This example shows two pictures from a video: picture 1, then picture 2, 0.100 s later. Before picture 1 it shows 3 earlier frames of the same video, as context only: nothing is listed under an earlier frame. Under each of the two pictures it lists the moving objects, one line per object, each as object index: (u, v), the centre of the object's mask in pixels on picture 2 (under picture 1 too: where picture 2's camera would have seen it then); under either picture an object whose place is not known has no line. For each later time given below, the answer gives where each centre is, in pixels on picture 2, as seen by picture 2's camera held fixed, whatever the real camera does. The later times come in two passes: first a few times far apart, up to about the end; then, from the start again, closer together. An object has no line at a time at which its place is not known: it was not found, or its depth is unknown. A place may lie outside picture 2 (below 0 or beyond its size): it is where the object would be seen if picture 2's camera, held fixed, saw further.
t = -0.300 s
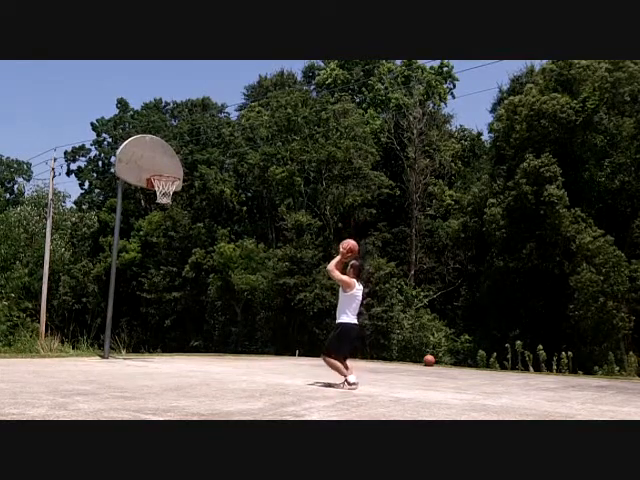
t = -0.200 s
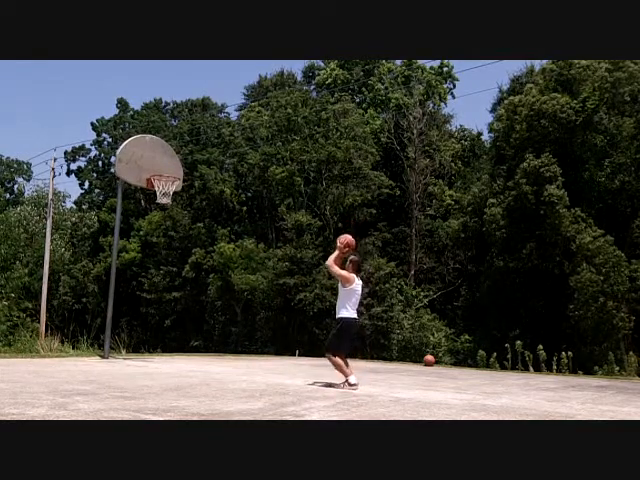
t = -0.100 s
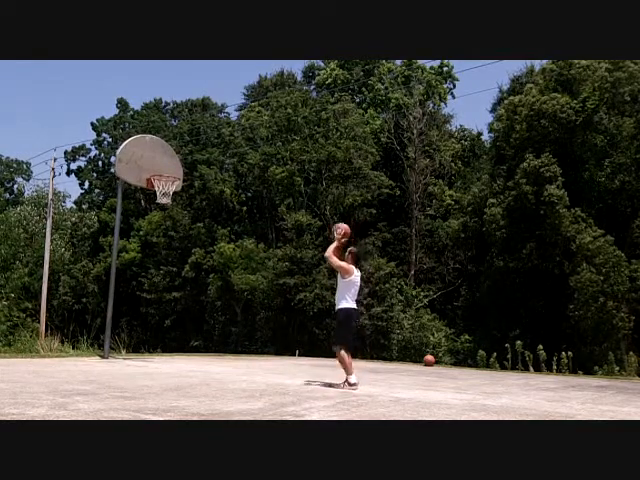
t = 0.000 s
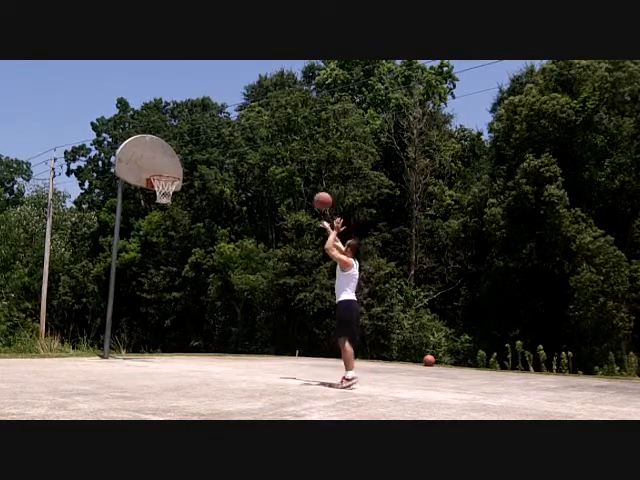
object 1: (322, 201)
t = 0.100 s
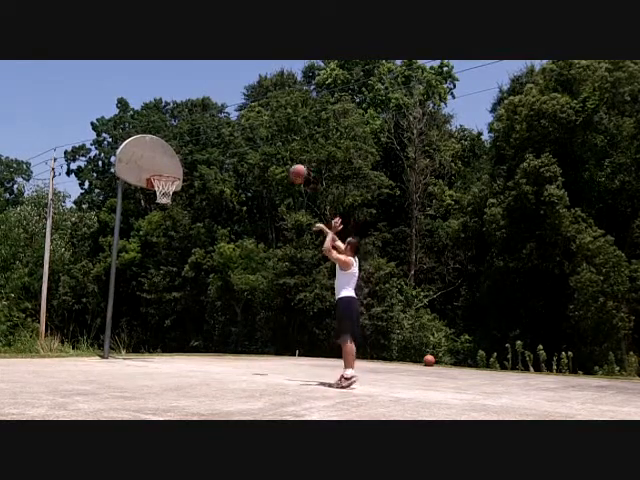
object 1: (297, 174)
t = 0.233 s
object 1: (269, 148)
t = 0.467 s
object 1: (222, 137)
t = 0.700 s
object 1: (177, 159)
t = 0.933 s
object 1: (158, 147)
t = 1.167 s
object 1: (156, 128)
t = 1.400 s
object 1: (155, 139)
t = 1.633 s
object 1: (146, 161)
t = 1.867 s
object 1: (118, 151)
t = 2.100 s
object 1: (81, 177)
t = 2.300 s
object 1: (45, 231)
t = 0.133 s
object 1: (292, 166)
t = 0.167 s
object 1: (283, 159)
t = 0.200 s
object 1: (276, 152)
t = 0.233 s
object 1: (269, 148)
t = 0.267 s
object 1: (262, 144)
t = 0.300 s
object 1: (255, 141)
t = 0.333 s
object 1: (247, 138)
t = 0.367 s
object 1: (241, 137)
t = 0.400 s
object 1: (233, 136)
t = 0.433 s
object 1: (228, 136)
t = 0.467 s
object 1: (222, 137)
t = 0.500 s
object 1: (215, 138)
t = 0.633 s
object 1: (189, 150)
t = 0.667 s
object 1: (183, 154)
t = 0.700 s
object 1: (177, 159)
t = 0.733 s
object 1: (171, 165)
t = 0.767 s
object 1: (165, 170)
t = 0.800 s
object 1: (163, 170)
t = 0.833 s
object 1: (161, 164)
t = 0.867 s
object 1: (160, 157)
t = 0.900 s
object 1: (160, 151)
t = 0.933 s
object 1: (158, 147)
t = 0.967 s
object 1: (158, 142)
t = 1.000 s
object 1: (157, 138)
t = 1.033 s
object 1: (155, 135)
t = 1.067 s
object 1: (156, 131)
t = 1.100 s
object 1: (156, 130)
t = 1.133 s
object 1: (156, 128)
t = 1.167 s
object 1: (156, 128)
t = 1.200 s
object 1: (156, 128)
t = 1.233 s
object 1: (156, 128)
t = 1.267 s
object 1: (156, 128)
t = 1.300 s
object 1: (155, 130)
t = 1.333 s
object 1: (155, 132)
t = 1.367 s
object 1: (155, 135)
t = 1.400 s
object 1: (155, 139)
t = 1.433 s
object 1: (154, 143)
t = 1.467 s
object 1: (154, 149)
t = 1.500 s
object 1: (153, 155)
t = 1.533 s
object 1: (153, 161)
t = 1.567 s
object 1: (152, 168)
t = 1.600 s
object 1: (150, 165)
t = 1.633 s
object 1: (146, 161)
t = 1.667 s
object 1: (142, 158)
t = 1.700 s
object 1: (138, 155)
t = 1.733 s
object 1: (134, 154)
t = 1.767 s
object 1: (129, 152)
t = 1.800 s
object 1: (126, 151)
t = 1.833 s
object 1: (120, 151)
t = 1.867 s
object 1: (118, 151)
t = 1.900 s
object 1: (112, 152)
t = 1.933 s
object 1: (108, 154)
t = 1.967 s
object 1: (103, 157)
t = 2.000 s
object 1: (96, 160)
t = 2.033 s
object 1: (93, 164)
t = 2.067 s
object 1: (87, 170)
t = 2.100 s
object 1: (81, 177)
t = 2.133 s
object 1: (75, 184)
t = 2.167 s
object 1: (71, 191)
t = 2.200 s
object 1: (64, 200)
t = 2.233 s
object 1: (56, 208)
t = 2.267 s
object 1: (52, 220)
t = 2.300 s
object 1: (45, 231)
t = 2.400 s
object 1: (24, 272)
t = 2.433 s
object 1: (19, 289)
